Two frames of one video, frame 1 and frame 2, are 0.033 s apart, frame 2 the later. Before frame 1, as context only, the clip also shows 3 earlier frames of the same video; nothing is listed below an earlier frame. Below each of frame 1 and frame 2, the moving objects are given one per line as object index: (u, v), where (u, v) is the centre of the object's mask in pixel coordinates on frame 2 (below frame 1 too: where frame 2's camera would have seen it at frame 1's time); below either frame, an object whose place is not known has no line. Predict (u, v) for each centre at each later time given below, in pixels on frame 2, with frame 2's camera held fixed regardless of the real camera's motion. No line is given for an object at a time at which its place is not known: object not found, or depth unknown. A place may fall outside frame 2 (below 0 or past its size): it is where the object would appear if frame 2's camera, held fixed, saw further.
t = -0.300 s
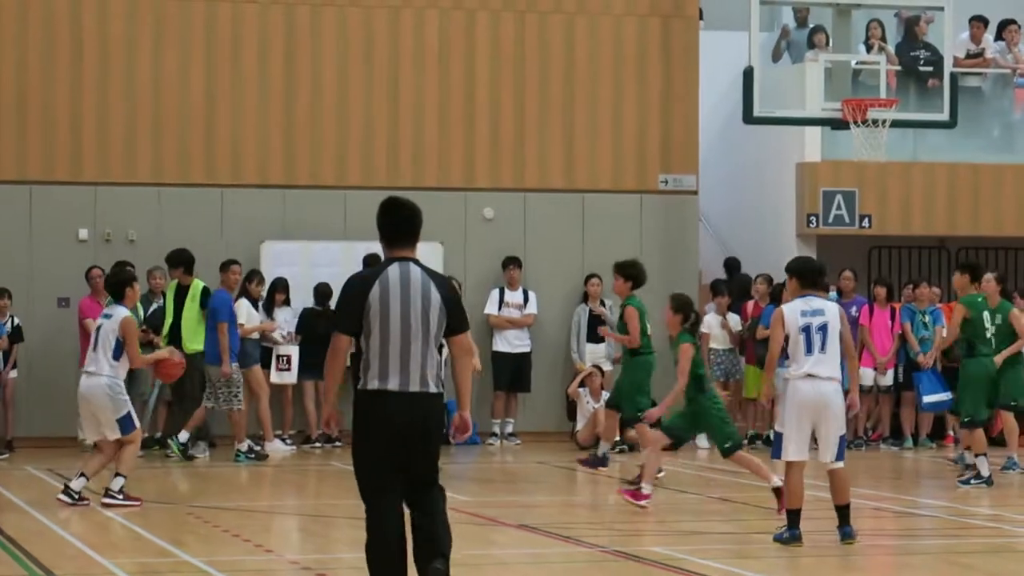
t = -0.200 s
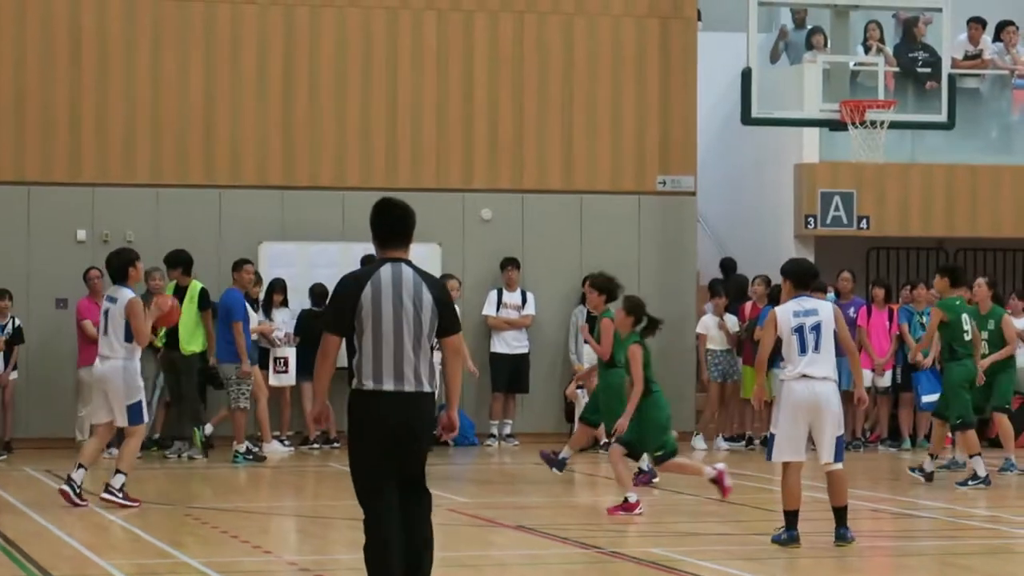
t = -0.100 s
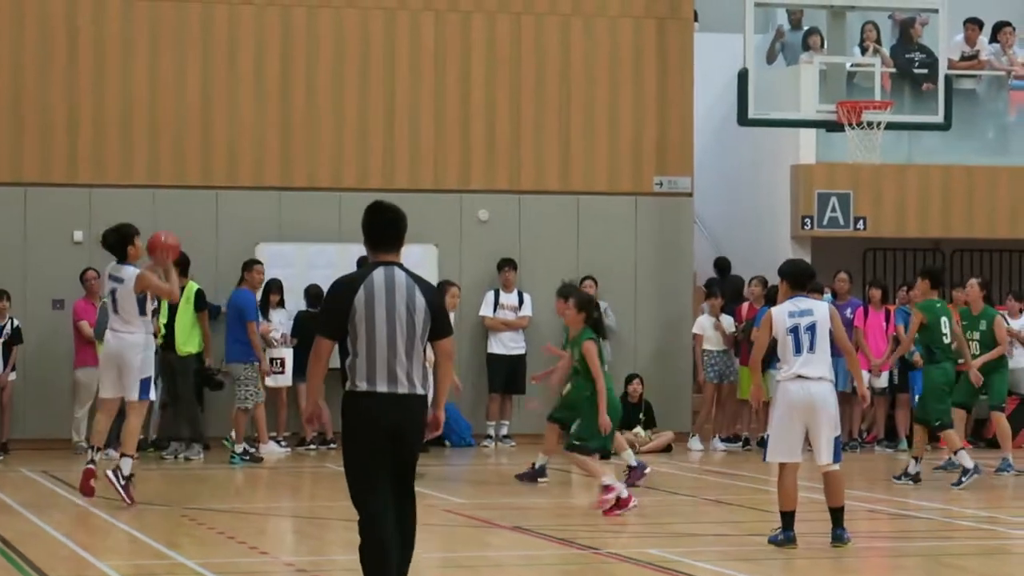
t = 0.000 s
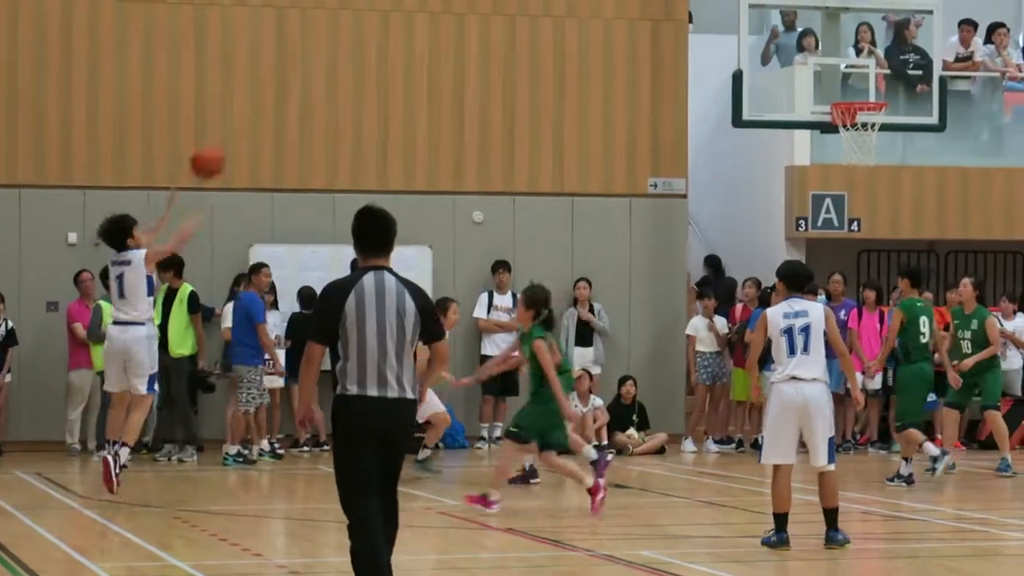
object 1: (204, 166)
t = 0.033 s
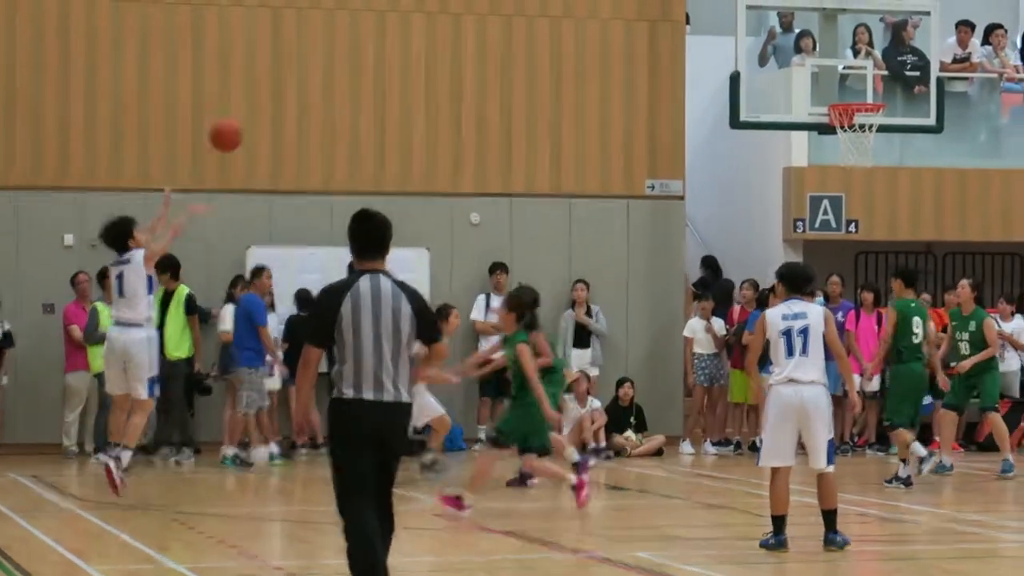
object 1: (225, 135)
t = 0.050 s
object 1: (237, 123)
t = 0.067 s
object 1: (248, 110)
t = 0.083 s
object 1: (259, 96)
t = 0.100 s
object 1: (270, 84)
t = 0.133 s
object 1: (293, 59)
